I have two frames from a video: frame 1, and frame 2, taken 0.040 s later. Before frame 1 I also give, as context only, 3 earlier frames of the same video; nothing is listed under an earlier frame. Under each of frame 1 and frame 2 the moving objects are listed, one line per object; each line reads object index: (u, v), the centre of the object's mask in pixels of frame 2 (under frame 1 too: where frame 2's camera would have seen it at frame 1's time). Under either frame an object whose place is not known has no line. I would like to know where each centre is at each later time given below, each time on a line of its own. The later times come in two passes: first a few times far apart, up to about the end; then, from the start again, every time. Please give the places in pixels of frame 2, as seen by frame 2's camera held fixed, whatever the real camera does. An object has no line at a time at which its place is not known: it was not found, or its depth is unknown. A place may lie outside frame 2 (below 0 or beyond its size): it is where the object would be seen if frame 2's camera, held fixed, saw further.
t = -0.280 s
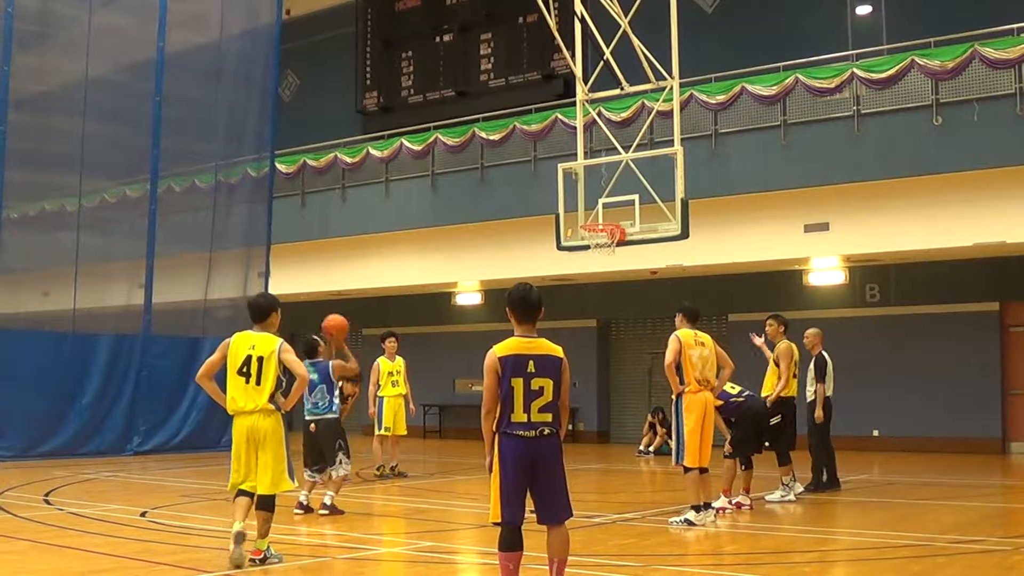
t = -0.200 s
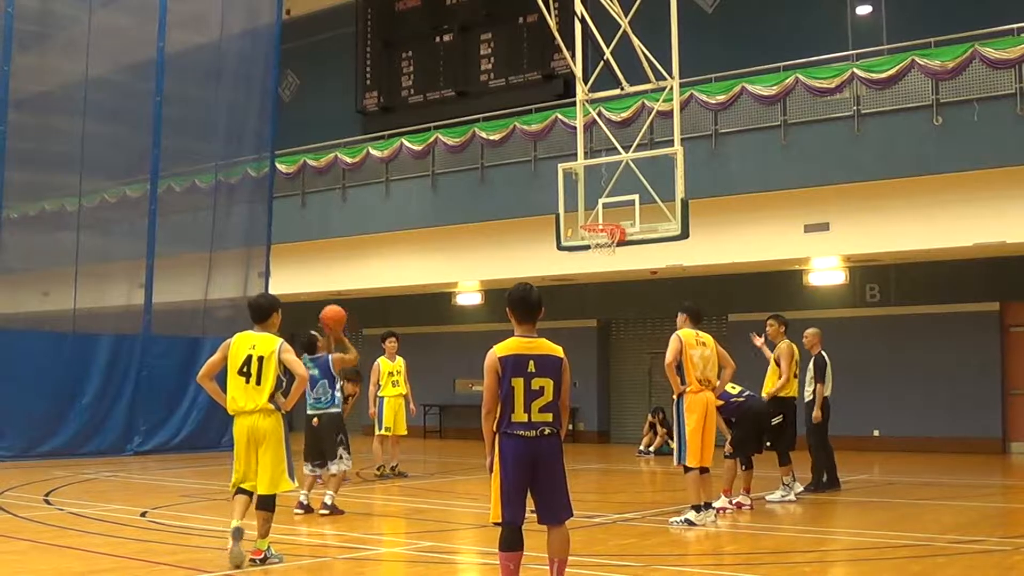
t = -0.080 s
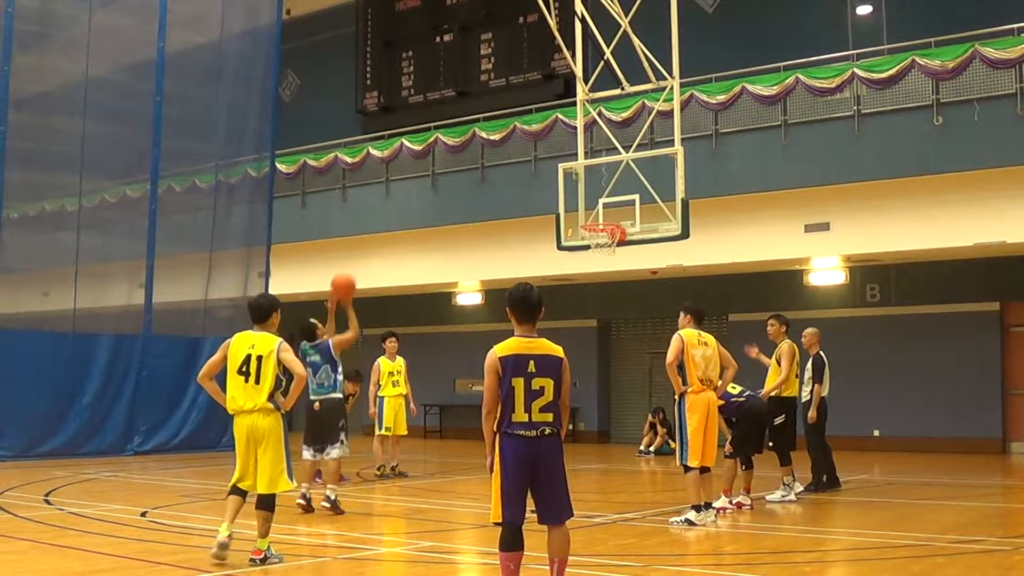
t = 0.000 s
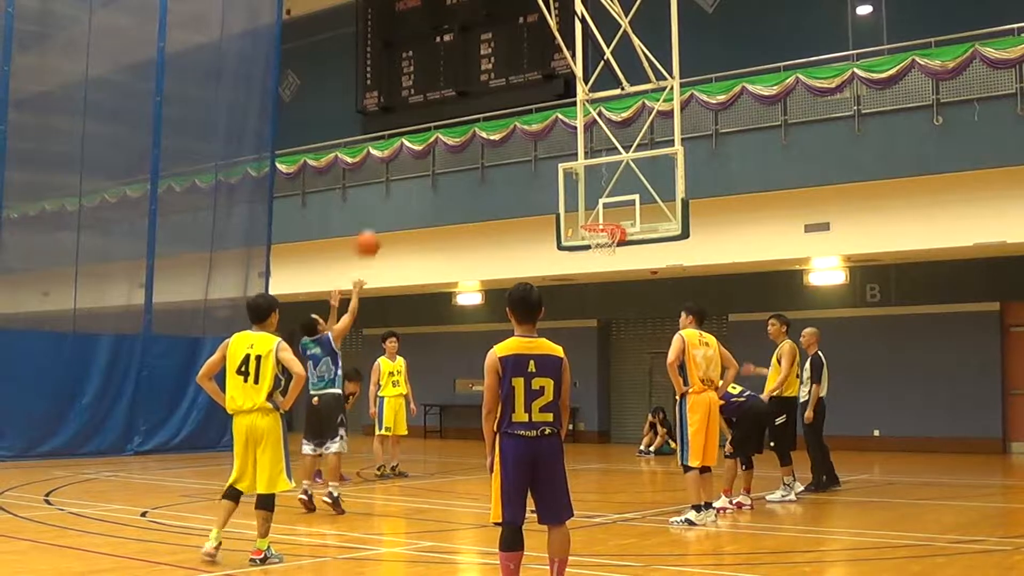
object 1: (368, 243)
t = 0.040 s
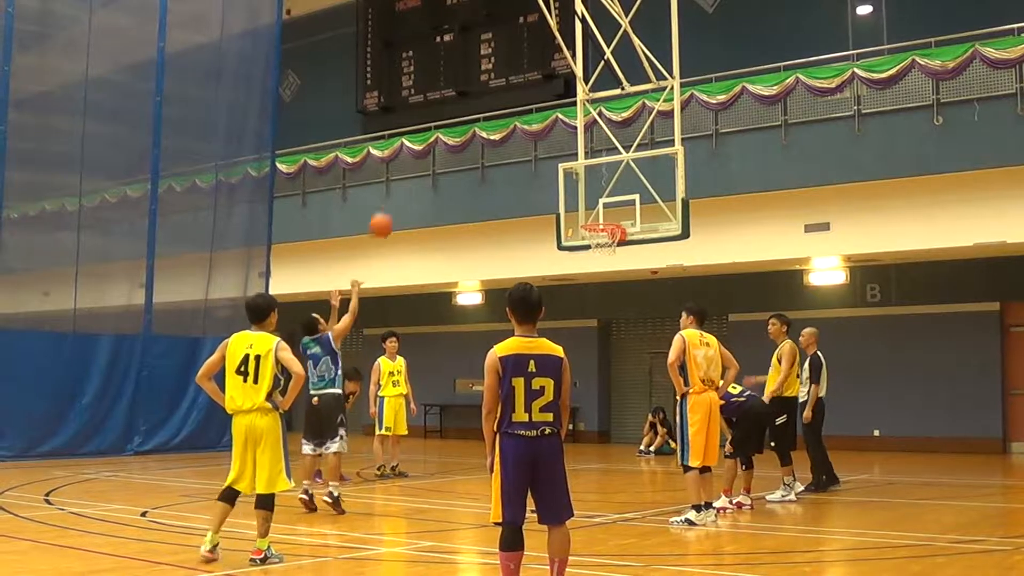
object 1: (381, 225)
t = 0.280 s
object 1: (451, 157)
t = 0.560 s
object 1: (522, 150)
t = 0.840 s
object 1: (582, 206)
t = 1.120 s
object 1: (603, 207)
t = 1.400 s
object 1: (600, 217)
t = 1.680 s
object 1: (591, 257)
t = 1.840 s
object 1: (592, 298)
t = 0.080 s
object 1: (393, 209)
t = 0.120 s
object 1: (405, 196)
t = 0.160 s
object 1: (416, 184)
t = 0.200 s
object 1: (429, 173)
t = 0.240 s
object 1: (439, 165)
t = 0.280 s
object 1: (451, 157)
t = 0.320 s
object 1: (463, 152)
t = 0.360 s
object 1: (472, 148)
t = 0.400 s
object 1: (483, 147)
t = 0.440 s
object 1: (492, 145)
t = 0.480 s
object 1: (501, 145)
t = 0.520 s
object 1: (511, 147)
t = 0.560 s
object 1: (522, 150)
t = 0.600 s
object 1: (531, 154)
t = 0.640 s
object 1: (539, 160)
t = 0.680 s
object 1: (548, 166)
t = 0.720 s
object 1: (557, 175)
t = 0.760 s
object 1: (566, 185)
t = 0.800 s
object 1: (575, 195)
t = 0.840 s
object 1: (582, 206)
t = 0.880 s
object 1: (589, 215)
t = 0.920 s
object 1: (591, 210)
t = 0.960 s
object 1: (594, 207)
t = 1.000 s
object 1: (596, 205)
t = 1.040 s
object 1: (598, 204)
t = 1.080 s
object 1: (601, 205)
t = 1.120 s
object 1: (603, 207)
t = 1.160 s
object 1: (606, 211)
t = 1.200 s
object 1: (609, 214)
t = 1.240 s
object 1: (608, 215)
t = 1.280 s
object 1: (606, 216)
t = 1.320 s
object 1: (603, 216)
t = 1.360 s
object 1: (602, 216)
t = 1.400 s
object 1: (600, 217)
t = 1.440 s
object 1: (598, 219)
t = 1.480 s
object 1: (596, 221)
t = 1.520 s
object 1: (591, 236)
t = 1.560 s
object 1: (591, 239)
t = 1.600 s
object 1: (591, 244)
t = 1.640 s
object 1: (591, 251)
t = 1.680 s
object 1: (591, 257)
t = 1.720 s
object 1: (592, 265)
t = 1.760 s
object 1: (592, 276)
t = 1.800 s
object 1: (592, 286)
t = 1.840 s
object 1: (592, 298)
